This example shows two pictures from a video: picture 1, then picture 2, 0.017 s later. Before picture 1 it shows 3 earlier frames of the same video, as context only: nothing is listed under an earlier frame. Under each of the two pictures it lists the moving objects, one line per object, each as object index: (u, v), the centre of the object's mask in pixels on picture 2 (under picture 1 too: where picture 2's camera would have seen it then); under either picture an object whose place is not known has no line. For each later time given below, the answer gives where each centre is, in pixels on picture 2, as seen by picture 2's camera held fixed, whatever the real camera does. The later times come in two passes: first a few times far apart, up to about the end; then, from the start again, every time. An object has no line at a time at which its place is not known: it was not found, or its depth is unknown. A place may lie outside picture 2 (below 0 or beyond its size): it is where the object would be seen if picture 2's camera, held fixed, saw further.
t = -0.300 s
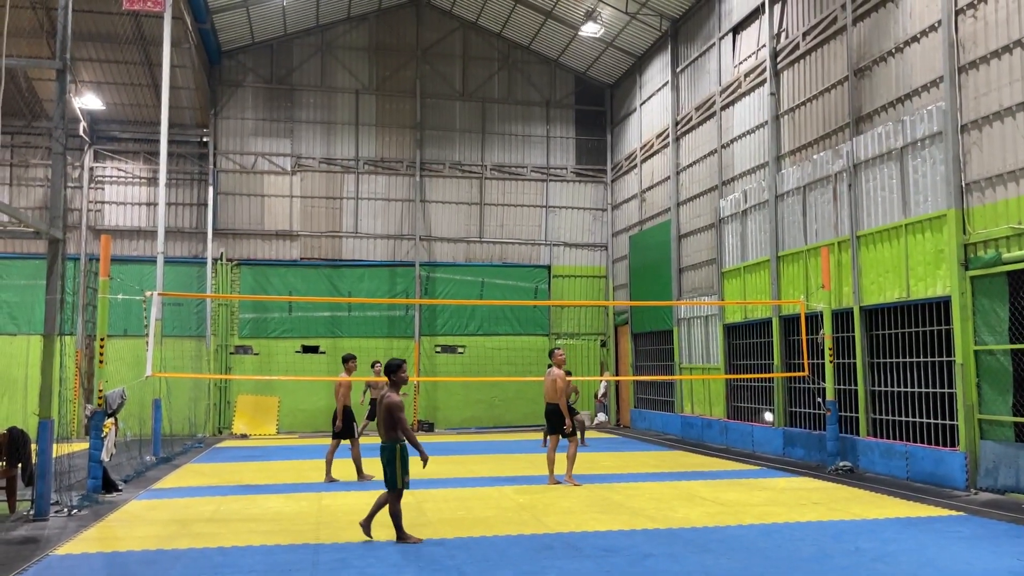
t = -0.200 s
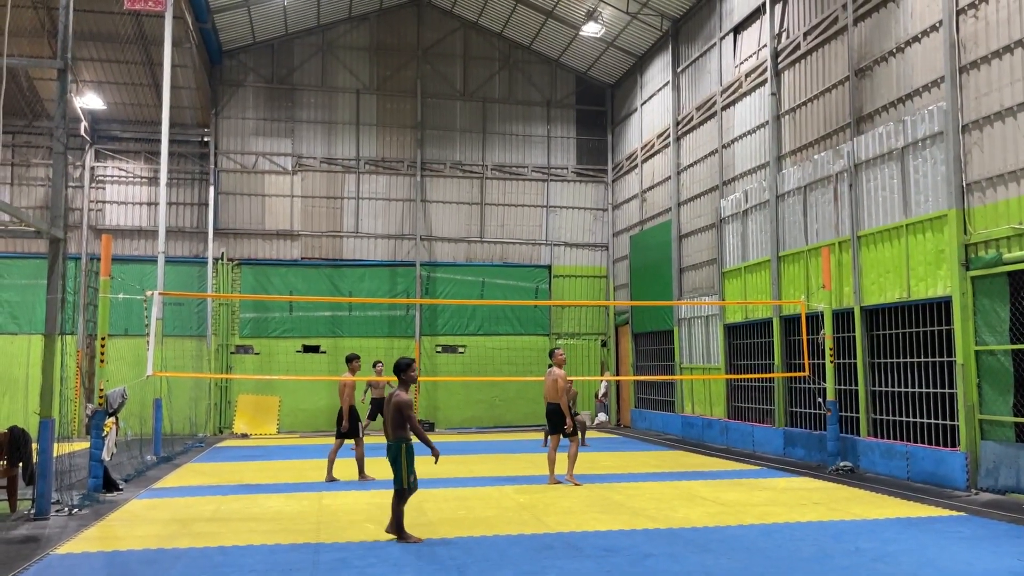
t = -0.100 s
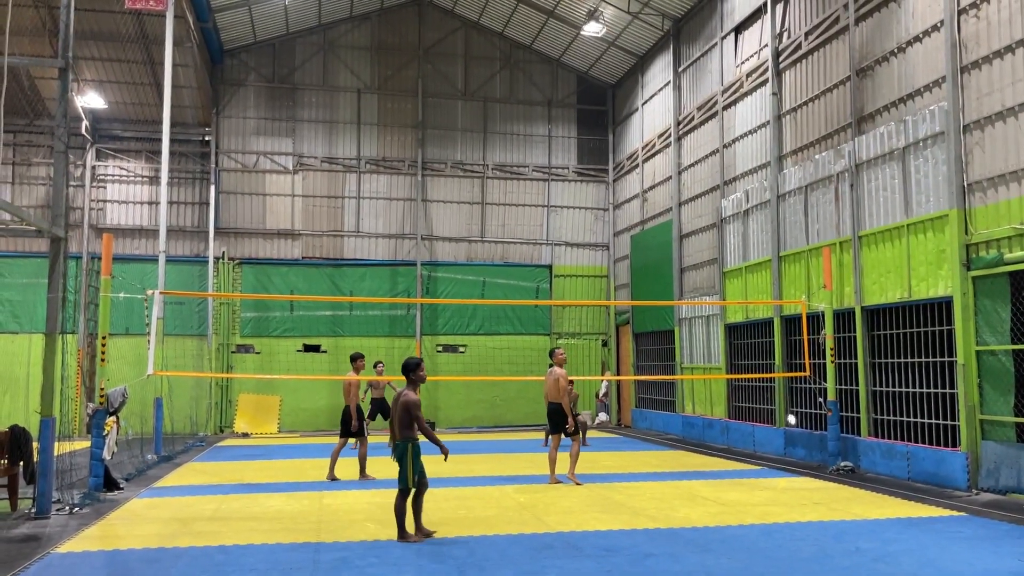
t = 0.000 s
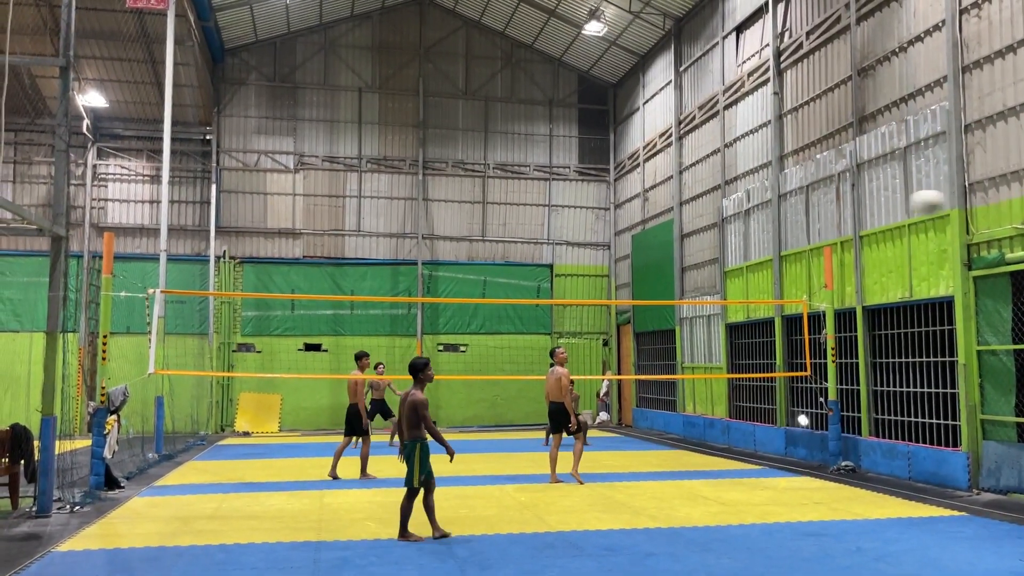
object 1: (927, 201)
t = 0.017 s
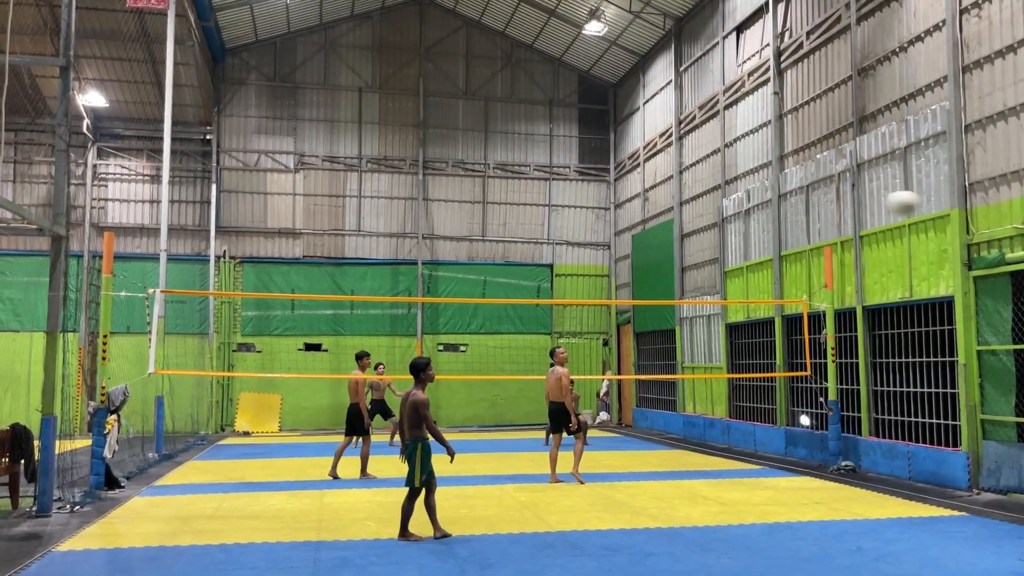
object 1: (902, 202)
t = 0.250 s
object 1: (677, 235)
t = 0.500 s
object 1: (560, 297)
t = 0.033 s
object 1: (878, 203)
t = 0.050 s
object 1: (857, 205)
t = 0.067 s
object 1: (836, 206)
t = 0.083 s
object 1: (817, 207)
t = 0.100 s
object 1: (799, 209)
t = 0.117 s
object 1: (782, 212)
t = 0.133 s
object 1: (767, 213)
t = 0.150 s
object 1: (751, 217)
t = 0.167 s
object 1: (738, 219)
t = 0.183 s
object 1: (724, 222)
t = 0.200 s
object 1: (711, 224)
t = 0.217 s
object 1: (699, 227)
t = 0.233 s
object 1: (688, 231)
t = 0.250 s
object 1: (677, 235)
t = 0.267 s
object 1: (667, 238)
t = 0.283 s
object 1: (657, 242)
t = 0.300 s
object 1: (648, 246)
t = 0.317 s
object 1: (638, 249)
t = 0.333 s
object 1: (630, 253)
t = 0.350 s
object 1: (622, 258)
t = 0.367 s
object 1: (614, 262)
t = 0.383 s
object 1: (606, 266)
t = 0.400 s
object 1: (599, 270)
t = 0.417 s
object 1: (592, 275)
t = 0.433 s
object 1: (585, 279)
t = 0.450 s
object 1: (579, 284)
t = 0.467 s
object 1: (572, 289)
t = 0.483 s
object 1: (566, 293)
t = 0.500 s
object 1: (560, 297)
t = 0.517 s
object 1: (553, 303)
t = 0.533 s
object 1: (548, 309)
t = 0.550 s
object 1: (543, 313)
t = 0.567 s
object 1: (537, 317)
